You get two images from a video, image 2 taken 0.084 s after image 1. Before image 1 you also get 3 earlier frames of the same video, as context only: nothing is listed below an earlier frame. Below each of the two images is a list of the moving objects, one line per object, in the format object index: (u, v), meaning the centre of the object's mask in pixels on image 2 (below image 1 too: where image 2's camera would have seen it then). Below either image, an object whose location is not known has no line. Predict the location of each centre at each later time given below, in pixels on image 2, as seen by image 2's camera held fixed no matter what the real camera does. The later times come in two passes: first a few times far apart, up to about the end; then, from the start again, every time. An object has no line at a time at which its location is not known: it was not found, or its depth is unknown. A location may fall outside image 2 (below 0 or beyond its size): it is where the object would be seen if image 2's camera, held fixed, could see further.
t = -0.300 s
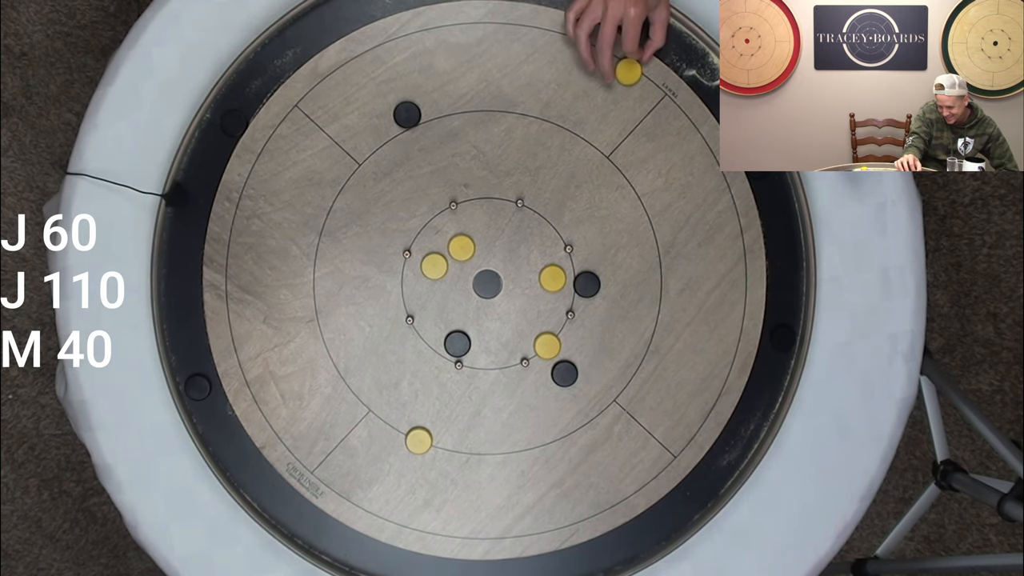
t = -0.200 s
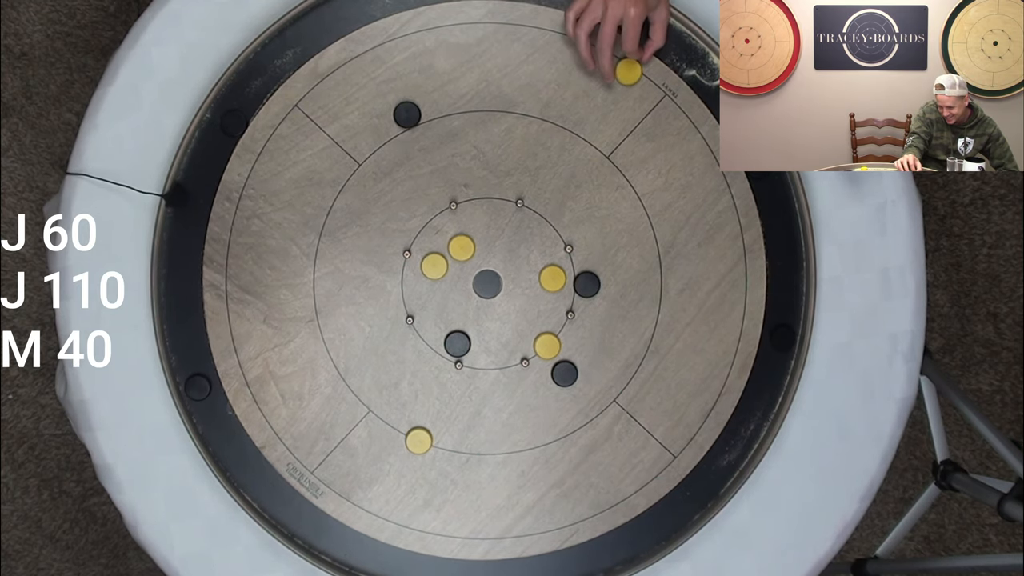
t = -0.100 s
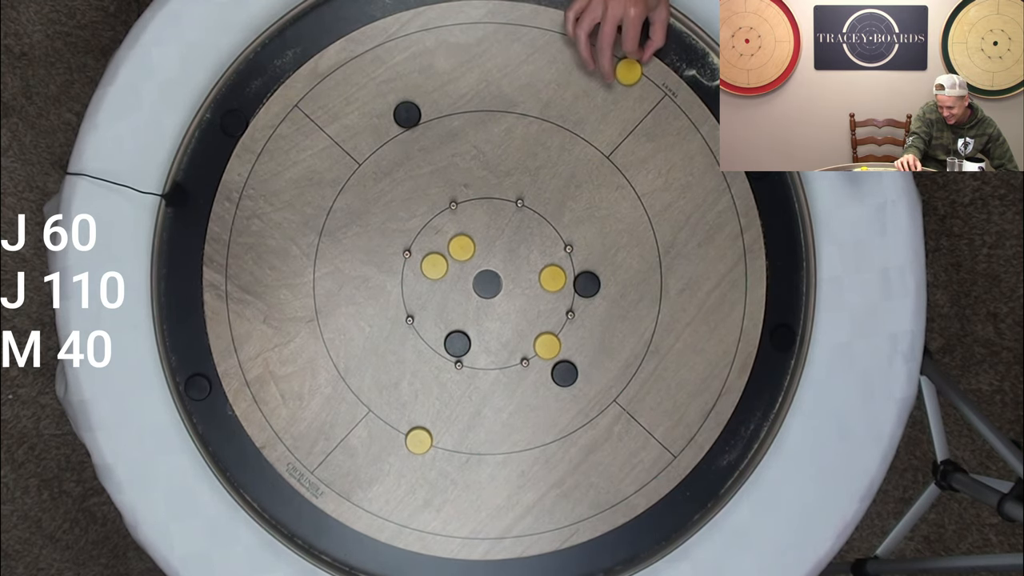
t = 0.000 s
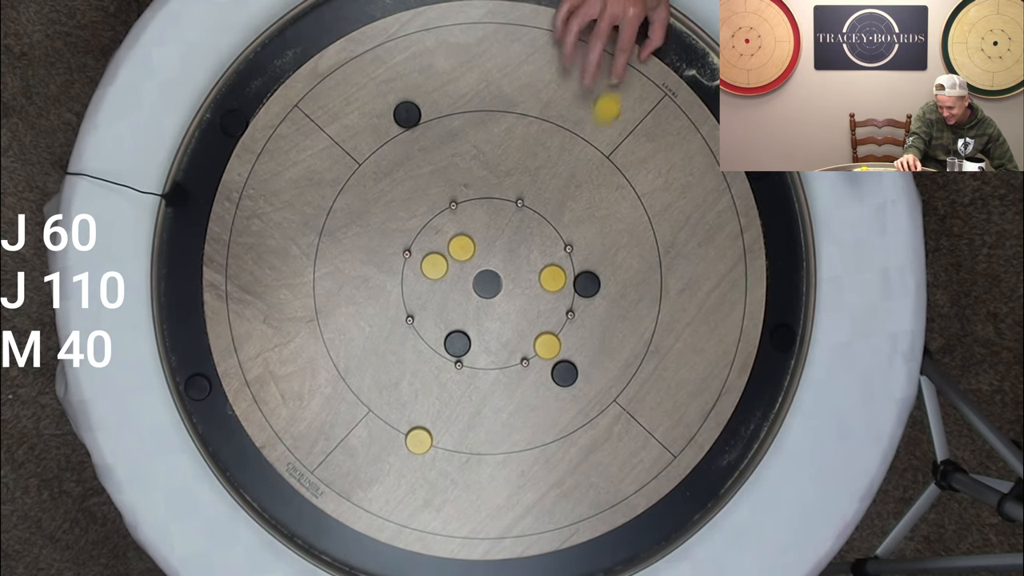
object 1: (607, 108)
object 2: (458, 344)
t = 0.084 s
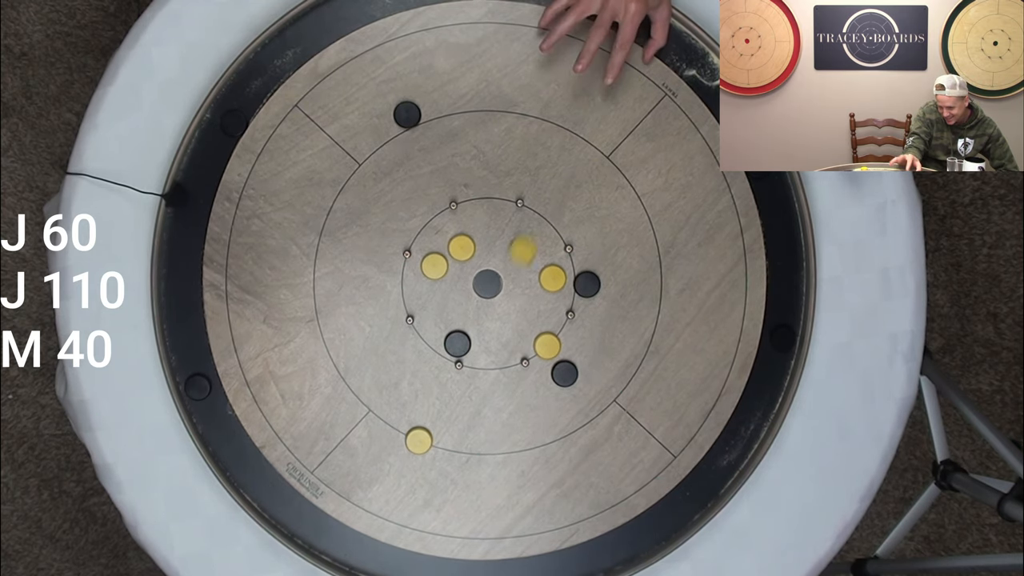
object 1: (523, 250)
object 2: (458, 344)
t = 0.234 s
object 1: (486, 361)
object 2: (363, 363)
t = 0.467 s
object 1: (496, 398)
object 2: (221, 436)
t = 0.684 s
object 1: (496, 400)
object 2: (228, 428)
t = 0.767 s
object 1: (496, 400)
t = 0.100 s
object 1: (505, 278)
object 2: (458, 344)
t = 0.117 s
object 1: (489, 304)
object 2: (458, 344)
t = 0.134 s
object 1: (477, 327)
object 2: (452, 348)
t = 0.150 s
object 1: (479, 333)
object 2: (433, 343)
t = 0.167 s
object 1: (481, 339)
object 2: (414, 338)
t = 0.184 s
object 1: (482, 345)
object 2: (399, 343)
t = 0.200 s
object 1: (484, 351)
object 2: (388, 349)
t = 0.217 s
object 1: (485, 356)
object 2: (375, 356)
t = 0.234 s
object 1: (486, 361)
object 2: (363, 363)
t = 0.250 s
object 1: (488, 366)
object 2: (351, 369)
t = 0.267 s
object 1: (489, 370)
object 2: (339, 375)
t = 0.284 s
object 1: (490, 374)
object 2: (327, 382)
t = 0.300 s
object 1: (491, 377)
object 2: (316, 388)
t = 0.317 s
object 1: (492, 381)
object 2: (305, 394)
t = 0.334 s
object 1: (493, 384)
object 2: (295, 399)
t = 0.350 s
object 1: (493, 386)
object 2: (284, 405)
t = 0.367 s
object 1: (494, 389)
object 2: (274, 411)
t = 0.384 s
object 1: (494, 391)
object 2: (263, 416)
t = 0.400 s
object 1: (495, 393)
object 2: (252, 422)
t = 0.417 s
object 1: (495, 395)
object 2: (242, 427)
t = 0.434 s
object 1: (495, 396)
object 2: (232, 431)
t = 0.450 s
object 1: (496, 397)
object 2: (224, 435)
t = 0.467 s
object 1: (496, 398)
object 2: (221, 436)
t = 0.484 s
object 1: (496, 399)
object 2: (227, 431)
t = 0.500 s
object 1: (496, 400)
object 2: (230, 430)
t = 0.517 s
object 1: (496, 400)
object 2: (226, 433)
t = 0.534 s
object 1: (496, 400)
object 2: (222, 435)
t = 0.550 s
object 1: (496, 400)
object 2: (218, 438)
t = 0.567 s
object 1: (496, 400)
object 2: (219, 436)
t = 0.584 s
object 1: (496, 400)
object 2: (222, 434)
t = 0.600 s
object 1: (496, 400)
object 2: (224, 432)
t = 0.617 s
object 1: (496, 400)
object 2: (226, 431)
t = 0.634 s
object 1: (496, 400)
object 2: (228, 429)
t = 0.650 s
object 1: (496, 400)
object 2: (229, 428)
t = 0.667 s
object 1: (496, 400)
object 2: (229, 428)
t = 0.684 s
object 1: (496, 400)
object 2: (228, 428)
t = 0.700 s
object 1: (496, 400)
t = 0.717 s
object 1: (496, 400)
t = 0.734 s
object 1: (496, 400)
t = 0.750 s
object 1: (496, 400)
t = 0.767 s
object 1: (496, 400)
